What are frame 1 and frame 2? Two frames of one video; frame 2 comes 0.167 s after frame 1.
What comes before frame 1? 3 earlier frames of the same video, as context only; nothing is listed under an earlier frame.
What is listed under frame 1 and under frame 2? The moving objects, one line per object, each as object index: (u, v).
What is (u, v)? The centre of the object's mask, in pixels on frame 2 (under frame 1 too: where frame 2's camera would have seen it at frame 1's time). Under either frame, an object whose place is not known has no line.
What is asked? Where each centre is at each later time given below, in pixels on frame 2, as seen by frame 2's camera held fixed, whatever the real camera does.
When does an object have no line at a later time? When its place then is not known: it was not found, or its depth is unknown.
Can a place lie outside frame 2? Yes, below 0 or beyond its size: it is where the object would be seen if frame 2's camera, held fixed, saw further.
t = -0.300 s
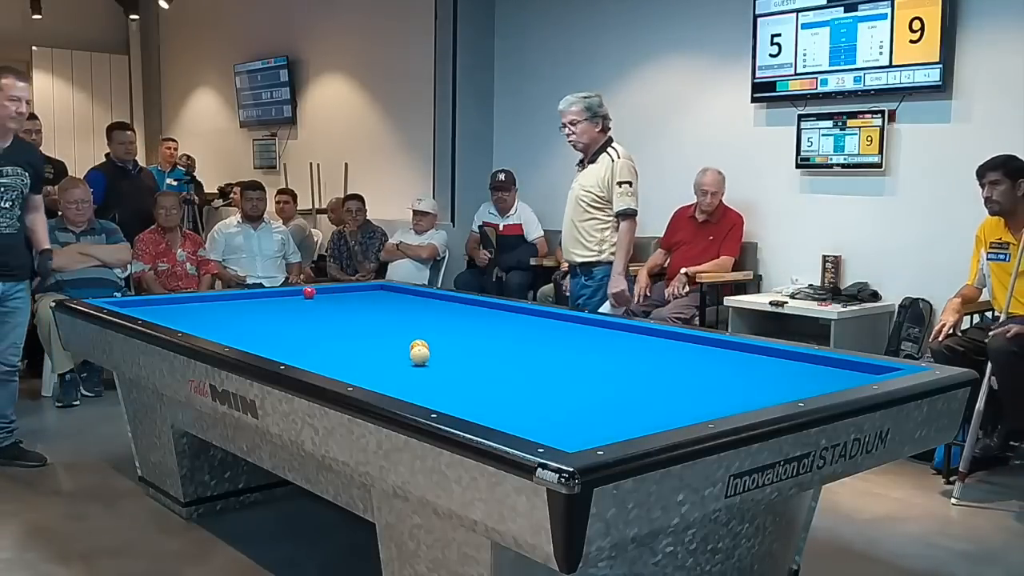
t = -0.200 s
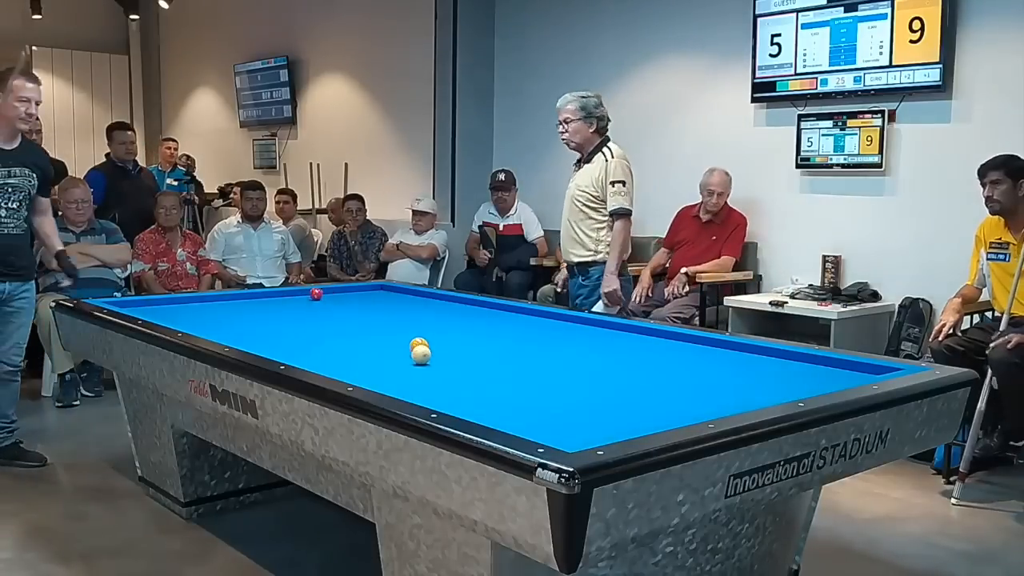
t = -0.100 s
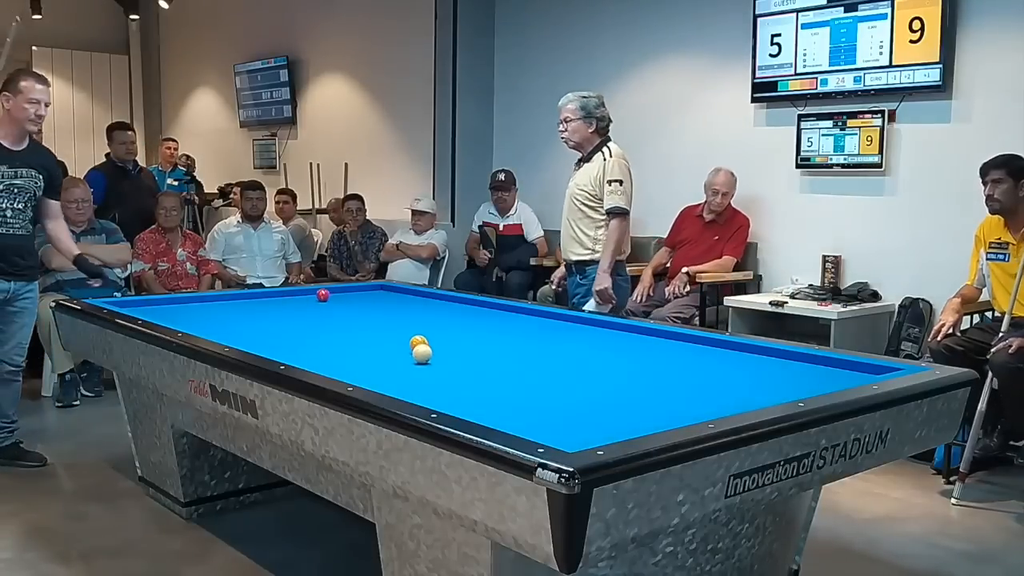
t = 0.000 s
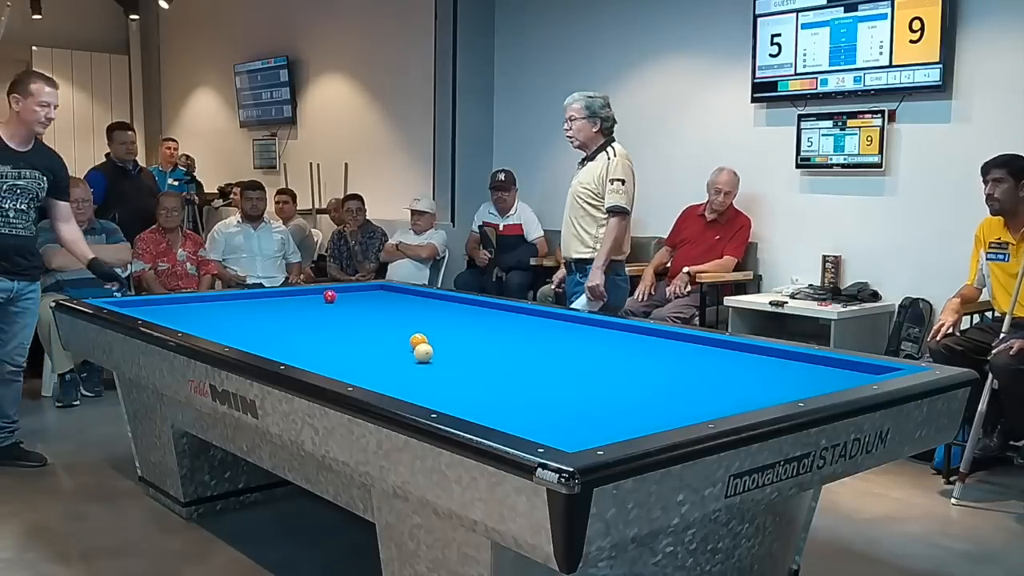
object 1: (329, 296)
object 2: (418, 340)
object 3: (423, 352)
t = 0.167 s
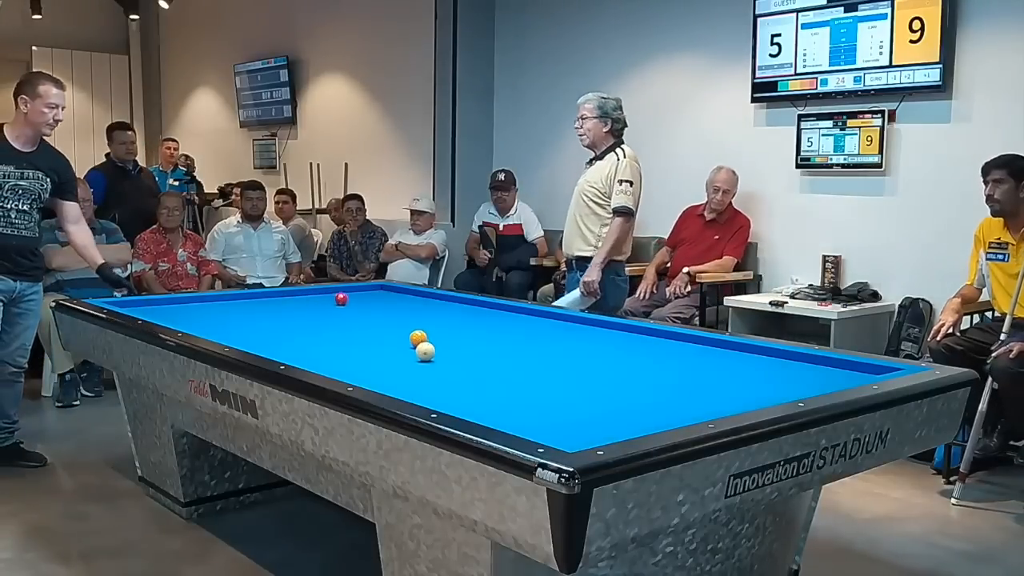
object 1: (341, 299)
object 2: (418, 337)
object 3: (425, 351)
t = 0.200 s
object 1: (343, 299)
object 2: (418, 337)
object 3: (425, 351)
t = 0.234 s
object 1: (345, 300)
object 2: (418, 336)
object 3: (426, 351)
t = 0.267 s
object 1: (348, 300)
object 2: (418, 336)
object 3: (426, 350)
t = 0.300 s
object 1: (350, 301)
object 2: (418, 335)
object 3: (426, 350)
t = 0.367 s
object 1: (355, 301)
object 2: (418, 334)
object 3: (427, 349)
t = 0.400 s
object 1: (357, 302)
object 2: (418, 334)
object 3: (427, 349)
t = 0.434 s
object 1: (359, 302)
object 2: (418, 333)
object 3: (428, 349)
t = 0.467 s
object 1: (362, 303)
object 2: (418, 333)
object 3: (428, 349)
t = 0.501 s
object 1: (364, 303)
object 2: (418, 332)
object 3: (428, 348)
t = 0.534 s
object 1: (367, 303)
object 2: (418, 331)
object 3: (428, 348)
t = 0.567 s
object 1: (369, 304)
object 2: (418, 331)
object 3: (429, 348)
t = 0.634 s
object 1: (374, 305)
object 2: (418, 330)
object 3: (429, 348)
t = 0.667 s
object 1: (377, 306)
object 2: (417, 329)
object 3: (429, 347)
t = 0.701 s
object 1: (379, 306)
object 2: (418, 329)
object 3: (430, 347)
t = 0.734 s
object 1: (381, 307)
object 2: (417, 328)
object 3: (430, 347)
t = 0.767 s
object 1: (384, 307)
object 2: (417, 328)
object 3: (430, 347)
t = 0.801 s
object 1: (386, 308)
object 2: (417, 327)
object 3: (431, 347)
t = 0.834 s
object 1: (389, 308)
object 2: (417, 326)
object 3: (431, 346)
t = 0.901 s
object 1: (394, 309)
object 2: (417, 325)
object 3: (431, 346)
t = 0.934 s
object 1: (396, 310)
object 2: (417, 325)
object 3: (432, 346)
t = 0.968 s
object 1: (399, 310)
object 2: (417, 324)
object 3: (432, 345)
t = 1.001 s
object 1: (401, 311)
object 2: (417, 324)
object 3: (432, 345)
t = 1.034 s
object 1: (404, 311)
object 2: (417, 324)
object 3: (432, 345)
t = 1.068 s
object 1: (407, 312)
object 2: (417, 323)
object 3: (433, 345)
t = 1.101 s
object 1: (409, 312)
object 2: (417, 323)
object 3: (433, 345)
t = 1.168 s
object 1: (414, 311)
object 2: (417, 322)
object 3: (433, 344)
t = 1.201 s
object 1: (417, 311)
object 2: (417, 321)
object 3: (434, 344)
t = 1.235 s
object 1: (420, 311)
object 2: (417, 321)
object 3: (434, 344)
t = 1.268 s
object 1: (423, 312)
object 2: (417, 321)
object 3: (434, 344)
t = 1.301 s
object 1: (426, 314)
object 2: (417, 320)
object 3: (434, 344)
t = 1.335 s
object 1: (428, 315)
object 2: (417, 319)
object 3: (434, 343)
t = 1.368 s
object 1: (430, 316)
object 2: (417, 319)
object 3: (435, 343)
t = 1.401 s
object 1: (432, 317)
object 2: (417, 319)
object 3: (435, 343)
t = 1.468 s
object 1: (438, 318)
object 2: (417, 318)
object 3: (435, 343)
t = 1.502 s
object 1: (441, 318)
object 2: (417, 317)
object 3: (435, 343)
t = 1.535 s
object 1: (443, 319)
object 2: (417, 317)
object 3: (435, 343)
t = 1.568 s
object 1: (446, 320)
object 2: (417, 316)
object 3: (435, 343)
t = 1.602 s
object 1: (449, 320)
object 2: (417, 316)
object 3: (436, 342)
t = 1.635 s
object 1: (452, 321)
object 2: (417, 315)
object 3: (436, 342)
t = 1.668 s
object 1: (454, 321)
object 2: (417, 315)
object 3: (436, 342)
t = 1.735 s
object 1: (463, 323)
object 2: (417, 314)
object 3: (437, 342)
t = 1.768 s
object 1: (465, 323)
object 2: (417, 314)
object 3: (437, 341)
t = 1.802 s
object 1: (468, 324)
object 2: (417, 313)
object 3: (437, 341)
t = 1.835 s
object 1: (471, 324)
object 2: (417, 313)
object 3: (437, 341)
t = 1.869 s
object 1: (474, 325)
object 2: (417, 312)
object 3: (437, 341)
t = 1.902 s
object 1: (477, 326)
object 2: (417, 312)
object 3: (437, 341)
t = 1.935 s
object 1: (480, 326)
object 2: (417, 312)
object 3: (437, 341)
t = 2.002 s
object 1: (485, 327)
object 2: (417, 311)
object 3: (438, 341)
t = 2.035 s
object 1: (488, 328)
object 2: (417, 311)
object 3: (438, 341)
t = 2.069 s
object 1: (491, 328)
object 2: (417, 310)
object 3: (438, 341)
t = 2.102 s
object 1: (494, 329)
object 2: (417, 310)
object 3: (438, 341)
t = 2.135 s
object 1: (497, 330)
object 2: (417, 310)
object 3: (438, 340)
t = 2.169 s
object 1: (500, 330)
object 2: (417, 309)
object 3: (438, 340)
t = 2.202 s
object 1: (503, 331)
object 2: (417, 309)
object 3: (438, 340)
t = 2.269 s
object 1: (509, 332)
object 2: (417, 308)
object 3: (438, 340)
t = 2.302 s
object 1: (512, 332)
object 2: (417, 308)
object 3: (439, 340)
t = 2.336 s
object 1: (515, 333)
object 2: (417, 308)
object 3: (439, 340)
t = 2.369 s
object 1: (518, 334)
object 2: (417, 307)
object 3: (439, 339)
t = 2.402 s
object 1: (521, 334)
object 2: (417, 307)
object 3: (439, 339)
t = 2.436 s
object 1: (524, 335)
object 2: (417, 307)
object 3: (439, 339)
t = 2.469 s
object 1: (527, 335)
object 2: (417, 307)
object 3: (439, 339)
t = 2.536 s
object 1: (533, 337)
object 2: (417, 306)
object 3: (439, 339)
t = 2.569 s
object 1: (537, 337)
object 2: (417, 306)
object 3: (440, 339)
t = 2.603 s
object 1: (539, 338)
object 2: (417, 305)
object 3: (440, 339)
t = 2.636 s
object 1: (543, 338)
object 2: (417, 305)
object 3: (440, 339)
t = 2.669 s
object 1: (546, 339)
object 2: (417, 305)
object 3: (440, 339)
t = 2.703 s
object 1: (549, 339)
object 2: (417, 305)
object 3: (440, 339)
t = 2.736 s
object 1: (552, 340)
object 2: (417, 304)
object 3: (440, 339)
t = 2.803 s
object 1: (558, 341)
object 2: (417, 304)
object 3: (440, 339)
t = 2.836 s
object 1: (562, 342)
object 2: (417, 303)
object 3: (440, 339)
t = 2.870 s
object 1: (565, 342)
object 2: (417, 303)
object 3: (440, 339)
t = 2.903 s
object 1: (568, 343)
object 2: (417, 303)
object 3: (440, 339)
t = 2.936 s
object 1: (571, 344)
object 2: (417, 303)
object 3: (440, 338)
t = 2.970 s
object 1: (575, 344)
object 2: (417, 302)
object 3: (440, 338)
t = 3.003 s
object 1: (578, 345)
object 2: (417, 302)
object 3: (440, 338)
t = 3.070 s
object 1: (584, 346)
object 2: (418, 302)
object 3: (440, 338)
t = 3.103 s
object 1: (588, 347)
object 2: (418, 301)
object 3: (440, 338)
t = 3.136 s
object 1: (591, 348)
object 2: (418, 301)
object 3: (440, 338)
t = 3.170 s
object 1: (594, 348)
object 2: (418, 301)
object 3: (440, 338)
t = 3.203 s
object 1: (598, 349)
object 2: (418, 301)
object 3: (440, 338)
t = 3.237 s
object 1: (601, 350)
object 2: (418, 301)
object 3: (440, 338)
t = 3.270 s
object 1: (604, 350)
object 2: (418, 300)
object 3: (440, 338)
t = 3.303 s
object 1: (608, 351)
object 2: (418, 300)
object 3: (440, 338)
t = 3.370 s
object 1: (615, 352)
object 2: (418, 300)
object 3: (440, 338)
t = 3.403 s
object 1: (618, 353)
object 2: (418, 299)
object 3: (440, 338)
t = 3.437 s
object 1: (622, 354)
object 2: (418, 299)
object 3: (440, 338)
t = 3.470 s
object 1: (625, 355)
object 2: (418, 299)
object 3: (440, 338)
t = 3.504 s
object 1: (629, 355)
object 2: (418, 299)
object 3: (440, 338)
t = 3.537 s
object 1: (632, 356)
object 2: (418, 298)
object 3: (440, 338)
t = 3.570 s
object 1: (636, 356)
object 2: (418, 298)
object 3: (440, 338)
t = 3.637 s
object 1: (643, 358)
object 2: (418, 298)
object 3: (440, 338)
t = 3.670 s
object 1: (646, 358)
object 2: (418, 298)
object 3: (440, 338)
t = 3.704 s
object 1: (650, 359)
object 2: (418, 297)
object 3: (440, 338)
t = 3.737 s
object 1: (653, 360)
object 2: (418, 297)
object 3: (440, 338)
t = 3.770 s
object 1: (657, 360)
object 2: (418, 297)
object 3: (440, 338)
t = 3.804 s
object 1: (660, 361)
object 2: (418, 297)
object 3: (440, 338)
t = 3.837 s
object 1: (664, 362)
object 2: (418, 297)
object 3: (440, 338)
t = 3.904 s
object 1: (671, 363)
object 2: (418, 296)
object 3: (440, 338)
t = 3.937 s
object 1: (675, 364)
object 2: (418, 296)
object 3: (440, 338)
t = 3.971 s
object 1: (679, 365)
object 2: (418, 296)
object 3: (441, 338)
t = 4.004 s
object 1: (682, 365)
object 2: (418, 296)
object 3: (441, 338)
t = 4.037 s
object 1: (686, 366)
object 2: (418, 295)
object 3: (441, 338)
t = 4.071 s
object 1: (690, 367)
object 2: (418, 295)
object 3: (441, 338)
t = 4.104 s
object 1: (693, 368)
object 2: (418, 295)
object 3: (441, 338)
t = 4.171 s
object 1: (701, 369)
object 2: (418, 295)
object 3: (441, 338)
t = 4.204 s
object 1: (705, 370)
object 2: (418, 294)
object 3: (441, 338)
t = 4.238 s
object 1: (708, 371)
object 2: (418, 294)
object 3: (441, 338)
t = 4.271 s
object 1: (712, 371)
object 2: (418, 294)
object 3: (441, 338)
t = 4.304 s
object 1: (716, 372)
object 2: (418, 294)
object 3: (441, 338)
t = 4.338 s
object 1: (720, 373)
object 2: (418, 294)
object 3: (441, 338)
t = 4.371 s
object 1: (724, 374)
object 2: (418, 294)
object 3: (441, 338)
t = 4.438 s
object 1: (731, 375)
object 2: (418, 293)
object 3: (441, 338)
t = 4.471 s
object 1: (735, 376)
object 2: (418, 293)
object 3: (441, 338)
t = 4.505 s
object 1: (739, 376)
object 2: (419, 293)
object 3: (441, 338)
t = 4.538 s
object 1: (743, 377)
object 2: (419, 293)
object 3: (441, 338)
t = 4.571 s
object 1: (746, 378)
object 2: (419, 293)
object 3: (441, 338)
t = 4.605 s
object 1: (750, 379)
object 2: (419, 293)
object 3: (440, 338)
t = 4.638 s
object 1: (754, 380)
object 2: (419, 293)
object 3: (441, 338)
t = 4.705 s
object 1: (762, 381)
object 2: (419, 292)
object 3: (441, 338)
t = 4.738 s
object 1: (770, 382)
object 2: (419, 292)
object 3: (441, 338)
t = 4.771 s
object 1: (774, 383)
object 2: (418, 291)
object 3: (441, 338)
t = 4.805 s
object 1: (778, 384)
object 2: (417, 292)
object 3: (441, 338)
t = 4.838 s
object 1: (781, 385)
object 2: (416, 291)
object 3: (441, 338)
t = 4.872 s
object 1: (785, 385)
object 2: (416, 291)
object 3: (441, 338)
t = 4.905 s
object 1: (789, 385)
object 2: (415, 291)
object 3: (441, 338)
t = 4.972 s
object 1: (797, 386)
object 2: (413, 291)
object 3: (441, 338)
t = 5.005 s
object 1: (801, 386)
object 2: (412, 291)
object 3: (441, 338)
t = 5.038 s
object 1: (804, 386)
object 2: (412, 291)
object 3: (441, 338)
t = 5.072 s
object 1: (808, 386)
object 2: (411, 291)
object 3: (441, 338)
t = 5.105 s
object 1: (805, 386)
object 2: (410, 291)
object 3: (441, 338)
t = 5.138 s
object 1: (802, 386)
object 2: (409, 291)
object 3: (441, 338)
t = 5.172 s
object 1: (800, 386)
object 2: (409, 291)
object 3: (441, 338)
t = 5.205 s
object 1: (798, 386)
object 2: (408, 290)
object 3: (441, 338)
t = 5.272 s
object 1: (793, 386)
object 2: (406, 290)
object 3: (441, 338)
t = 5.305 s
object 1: (791, 385)
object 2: (406, 290)
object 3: (441, 338)
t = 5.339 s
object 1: (788, 385)
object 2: (405, 290)
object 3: (441, 338)
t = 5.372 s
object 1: (786, 385)
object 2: (404, 290)
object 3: (441, 338)
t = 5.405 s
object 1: (784, 385)
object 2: (404, 290)
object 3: (441, 338)
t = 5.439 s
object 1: (781, 385)
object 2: (403, 290)
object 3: (441, 338)
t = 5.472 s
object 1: (779, 384)
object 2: (402, 290)
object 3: (441, 338)
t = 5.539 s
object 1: (775, 384)
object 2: (401, 290)
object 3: (441, 338)
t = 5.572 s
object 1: (773, 383)
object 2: (400, 290)
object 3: (441, 338)
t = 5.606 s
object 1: (771, 383)
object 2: (400, 290)
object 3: (441, 338)
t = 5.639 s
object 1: (769, 382)
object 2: (399, 290)
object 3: (440, 338)
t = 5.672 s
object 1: (767, 382)
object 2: (399, 290)
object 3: (441, 338)
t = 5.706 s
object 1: (765, 382)
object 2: (398, 290)
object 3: (441, 338)
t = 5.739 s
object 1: (763, 382)
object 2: (397, 290)
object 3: (441, 338)
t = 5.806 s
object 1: (758, 381)
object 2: (396, 290)
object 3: (440, 338)
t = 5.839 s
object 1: (757, 380)
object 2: (396, 290)
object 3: (440, 338)
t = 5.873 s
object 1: (755, 380)
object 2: (395, 290)
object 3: (440, 338)
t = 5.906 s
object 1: (753, 379)
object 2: (395, 290)
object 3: (440, 338)
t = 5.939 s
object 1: (751, 379)
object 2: (394, 290)
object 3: (440, 338)
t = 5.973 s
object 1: (749, 379)
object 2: (394, 290)
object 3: (440, 338)
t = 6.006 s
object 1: (747, 378)
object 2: (393, 290)
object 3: (440, 338)
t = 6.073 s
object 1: (743, 378)
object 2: (392, 290)
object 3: (440, 338)
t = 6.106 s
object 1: (742, 377)
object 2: (392, 290)
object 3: (440, 338)
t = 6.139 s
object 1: (740, 377)
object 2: (391, 290)
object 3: (440, 338)
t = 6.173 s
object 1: (738, 377)
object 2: (391, 290)
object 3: (440, 338)
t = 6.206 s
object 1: (736, 376)
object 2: (391, 289)
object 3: (440, 338)
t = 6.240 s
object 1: (735, 376)
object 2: (390, 290)
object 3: (440, 338)
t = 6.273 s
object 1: (733, 376)
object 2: (390, 290)
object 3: (440, 338)
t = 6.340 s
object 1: (730, 375)
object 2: (389, 289)
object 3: (440, 338)
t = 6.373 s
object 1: (728, 375)
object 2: (389, 289)
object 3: (440, 338)
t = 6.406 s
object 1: (727, 374)
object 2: (388, 289)
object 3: (440, 338)
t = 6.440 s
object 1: (725, 374)
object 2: (388, 289)
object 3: (440, 338)
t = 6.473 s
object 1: (723, 374)
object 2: (388, 289)
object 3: (440, 338)
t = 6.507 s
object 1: (722, 374)
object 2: (387, 289)
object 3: (440, 338)
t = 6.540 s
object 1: (720, 373)
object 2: (387, 289)
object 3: (440, 338)
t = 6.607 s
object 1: (717, 373)
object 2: (386, 289)
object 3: (441, 338)
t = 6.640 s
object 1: (716, 372)
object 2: (386, 289)
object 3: (440, 338)
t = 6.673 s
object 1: (715, 372)
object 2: (385, 289)
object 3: (440, 338)
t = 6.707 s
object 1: (713, 372)
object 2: (385, 289)
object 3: (440, 338)
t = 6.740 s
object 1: (712, 372)
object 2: (385, 289)
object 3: (440, 338)
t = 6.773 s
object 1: (710, 371)
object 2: (385, 289)
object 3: (440, 338)
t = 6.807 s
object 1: (709, 371)
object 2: (384, 289)
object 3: (440, 338)
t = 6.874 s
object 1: (706, 370)
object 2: (384, 289)
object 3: (440, 338)
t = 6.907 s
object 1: (705, 370)
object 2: (384, 289)
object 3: (440, 338)
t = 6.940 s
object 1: (704, 370)
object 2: (384, 289)
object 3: (440, 338)
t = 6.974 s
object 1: (703, 370)
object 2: (383, 289)
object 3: (440, 338)
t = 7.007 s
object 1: (702, 370)
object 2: (383, 289)
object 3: (440, 338)
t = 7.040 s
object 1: (700, 369)
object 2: (383, 289)
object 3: (440, 338)
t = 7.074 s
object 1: (699, 369)
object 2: (383, 289)
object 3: (440, 338)
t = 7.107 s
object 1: (698, 369)
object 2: (382, 289)
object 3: (440, 338)
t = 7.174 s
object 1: (696, 368)
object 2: (382, 289)
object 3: (440, 338)
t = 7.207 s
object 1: (695, 368)
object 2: (382, 289)
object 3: (440, 338)
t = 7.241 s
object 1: (694, 368)
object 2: (382, 289)
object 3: (440, 338)
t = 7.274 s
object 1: (692, 368)
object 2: (382, 289)
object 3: (440, 338)
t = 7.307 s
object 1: (691, 367)
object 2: (382, 289)
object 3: (440, 338)
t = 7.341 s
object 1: (690, 367)
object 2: (382, 289)
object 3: (440, 338)
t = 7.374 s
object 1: (689, 367)
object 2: (381, 289)
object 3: (440, 338)
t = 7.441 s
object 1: (687, 367)
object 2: (381, 289)
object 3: (440, 338)
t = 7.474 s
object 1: (686, 367)
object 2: (381, 289)
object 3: (440, 338)
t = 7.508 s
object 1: (686, 366)
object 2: (381, 289)
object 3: (440, 338)
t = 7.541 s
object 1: (685, 366)
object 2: (381, 289)
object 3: (440, 338)
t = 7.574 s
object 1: (684, 366)
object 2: (381, 289)
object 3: (440, 338)
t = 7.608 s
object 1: (683, 366)
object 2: (381, 289)
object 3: (440, 338)
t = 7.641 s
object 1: (682, 365)
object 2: (381, 289)
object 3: (440, 338)
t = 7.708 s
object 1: (681, 365)
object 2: (381, 289)
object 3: (440, 338)
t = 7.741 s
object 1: (679, 365)
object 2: (381, 289)
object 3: (440, 338)
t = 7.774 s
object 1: (678, 364)
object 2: (381, 289)
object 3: (440, 338)
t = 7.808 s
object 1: (677, 364)
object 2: (381, 289)
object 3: (440, 338)
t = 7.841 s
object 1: (676, 364)
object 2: (381, 289)
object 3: (440, 338)
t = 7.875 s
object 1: (676, 364)
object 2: (381, 289)
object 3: (440, 338)
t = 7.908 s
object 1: (675, 364)
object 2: (381, 289)
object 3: (440, 338)
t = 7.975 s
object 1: (674, 363)
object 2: (381, 289)
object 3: (440, 338)
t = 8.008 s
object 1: (673, 363)
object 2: (381, 289)
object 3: (441, 338)
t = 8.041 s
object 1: (672, 363)
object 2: (381, 289)
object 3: (440, 338)
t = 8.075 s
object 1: (672, 363)
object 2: (381, 289)
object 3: (440, 338)
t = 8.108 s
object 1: (671, 363)
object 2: (381, 289)
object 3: (440, 338)
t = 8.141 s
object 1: (671, 363)
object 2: (381, 289)
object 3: (440, 338)
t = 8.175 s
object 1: (670, 363)
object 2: (381, 289)
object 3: (440, 338)
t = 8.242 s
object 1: (669, 362)
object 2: (381, 289)
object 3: (440, 338)
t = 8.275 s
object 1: (668, 362)
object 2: (381, 289)
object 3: (440, 338)
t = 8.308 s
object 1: (668, 362)
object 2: (381, 289)
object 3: (440, 338)
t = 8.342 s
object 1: (667, 362)
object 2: (381, 289)
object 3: (440, 338)
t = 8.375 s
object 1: (667, 362)
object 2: (381, 289)
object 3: (440, 338)
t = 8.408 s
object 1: (666, 362)
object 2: (381, 289)
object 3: (440, 338)
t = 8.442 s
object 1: (666, 362)
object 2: (381, 289)
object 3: (440, 338)
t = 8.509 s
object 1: (665, 361)
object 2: (381, 289)
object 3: (441, 338)
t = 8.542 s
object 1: (664, 361)
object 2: (381, 289)
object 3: (440, 338)
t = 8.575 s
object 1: (664, 361)
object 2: (381, 289)
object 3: (441, 338)
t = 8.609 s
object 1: (663, 361)
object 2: (381, 289)
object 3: (441, 338)
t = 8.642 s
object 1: (663, 361)
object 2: (381, 289)
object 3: (441, 338)
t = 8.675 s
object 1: (663, 361)
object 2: (381, 289)
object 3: (441, 338)
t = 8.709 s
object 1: (662, 361)
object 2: (381, 289)
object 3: (441, 338)
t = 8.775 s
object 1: (661, 361)
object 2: (381, 289)
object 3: (441, 338)
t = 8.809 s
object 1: (661, 361)
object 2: (381, 289)
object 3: (441, 338)
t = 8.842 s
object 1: (661, 361)
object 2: (381, 289)
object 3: (441, 338)
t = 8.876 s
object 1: (660, 360)
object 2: (381, 289)
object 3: (441, 338)
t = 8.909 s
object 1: (660, 360)
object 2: (381, 289)
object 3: (441, 338)
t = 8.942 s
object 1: (659, 360)
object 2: (381, 289)
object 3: (441, 338)
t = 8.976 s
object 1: (659, 360)
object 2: (381, 289)
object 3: (441, 338)
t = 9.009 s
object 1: (659, 360)
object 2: (381, 289)
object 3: (441, 338)
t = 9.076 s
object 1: (658, 360)
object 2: (381, 289)
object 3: (441, 338)
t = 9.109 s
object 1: (658, 360)
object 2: (381, 289)
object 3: (441, 338)
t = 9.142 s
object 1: (657, 360)
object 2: (381, 289)
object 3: (441, 338)
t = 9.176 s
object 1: (657, 360)
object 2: (381, 289)
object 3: (441, 338)
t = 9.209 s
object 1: (657, 360)
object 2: (381, 289)
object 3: (441, 338)
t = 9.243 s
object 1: (657, 360)
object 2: (381, 289)
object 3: (441, 338)
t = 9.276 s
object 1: (657, 360)
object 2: (381, 289)
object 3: (441, 338)
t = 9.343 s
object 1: (656, 360)
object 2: (381, 289)
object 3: (441, 338)
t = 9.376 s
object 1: (656, 360)
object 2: (381, 289)
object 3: (441, 338)
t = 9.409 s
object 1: (656, 360)
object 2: (381, 289)
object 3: (441, 338)
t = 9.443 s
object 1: (656, 360)
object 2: (381, 289)
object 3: (440, 338)
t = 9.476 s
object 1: (656, 360)
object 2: (381, 289)
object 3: (441, 338)
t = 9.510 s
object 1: (656, 360)
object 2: (381, 289)
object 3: (441, 338)
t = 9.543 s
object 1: (656, 360)
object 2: (381, 289)
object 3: (441, 338)
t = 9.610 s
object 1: (656, 360)
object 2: (381, 289)
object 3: (441, 338)
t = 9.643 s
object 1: (656, 360)
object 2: (381, 289)
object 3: (441, 338)
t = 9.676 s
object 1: (656, 360)
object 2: (381, 289)
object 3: (441, 338)
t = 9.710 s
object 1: (656, 360)
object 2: (381, 289)
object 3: (441, 338)
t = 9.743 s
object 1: (656, 360)
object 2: (381, 289)
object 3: (441, 338)
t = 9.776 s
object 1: (656, 360)
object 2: (381, 289)
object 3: (441, 338)
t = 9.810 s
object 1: (656, 360)
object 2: (381, 289)
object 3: (441, 338)
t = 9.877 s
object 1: (656, 360)
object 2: (381, 289)
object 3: (441, 338)
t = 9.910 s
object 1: (656, 360)
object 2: (381, 289)
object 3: (441, 338)
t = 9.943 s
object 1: (656, 360)
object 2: (381, 289)
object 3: (441, 338)
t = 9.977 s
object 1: (656, 360)
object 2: (381, 289)
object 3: (441, 338)
